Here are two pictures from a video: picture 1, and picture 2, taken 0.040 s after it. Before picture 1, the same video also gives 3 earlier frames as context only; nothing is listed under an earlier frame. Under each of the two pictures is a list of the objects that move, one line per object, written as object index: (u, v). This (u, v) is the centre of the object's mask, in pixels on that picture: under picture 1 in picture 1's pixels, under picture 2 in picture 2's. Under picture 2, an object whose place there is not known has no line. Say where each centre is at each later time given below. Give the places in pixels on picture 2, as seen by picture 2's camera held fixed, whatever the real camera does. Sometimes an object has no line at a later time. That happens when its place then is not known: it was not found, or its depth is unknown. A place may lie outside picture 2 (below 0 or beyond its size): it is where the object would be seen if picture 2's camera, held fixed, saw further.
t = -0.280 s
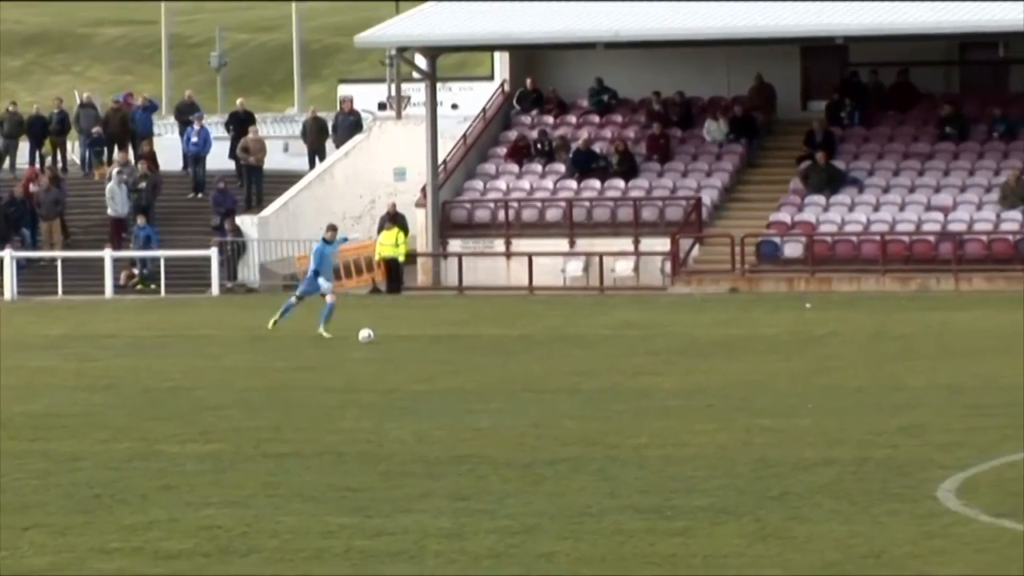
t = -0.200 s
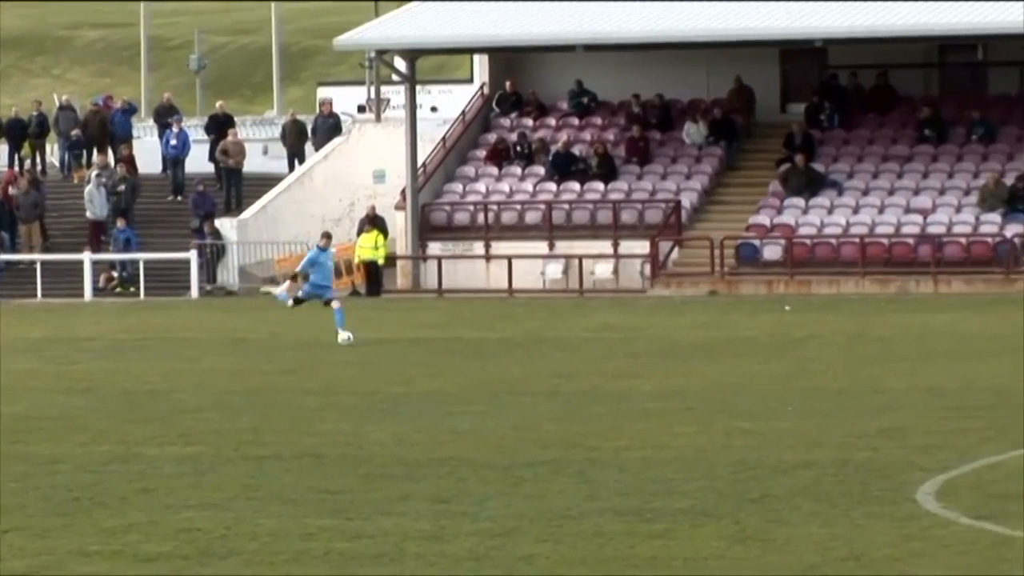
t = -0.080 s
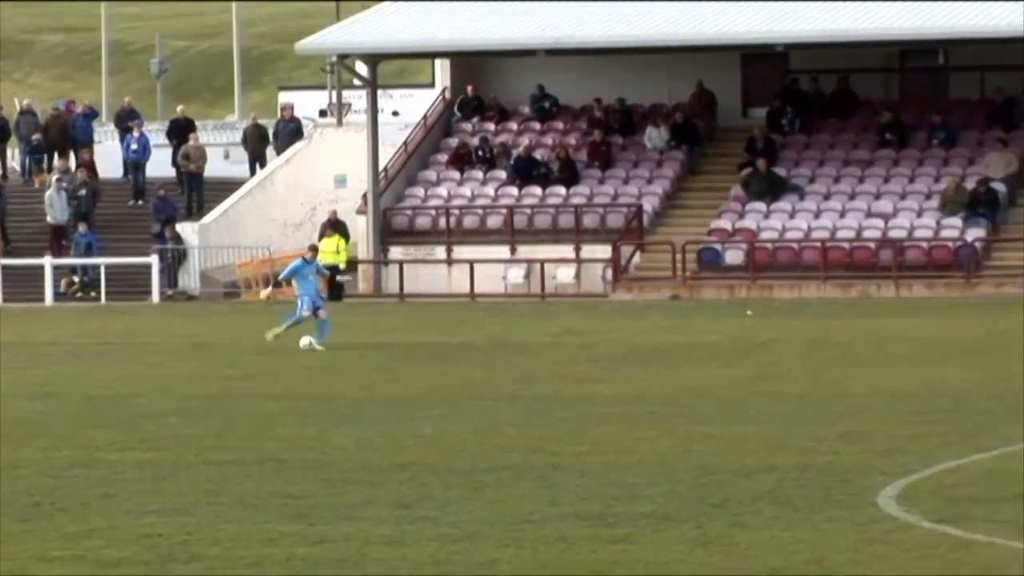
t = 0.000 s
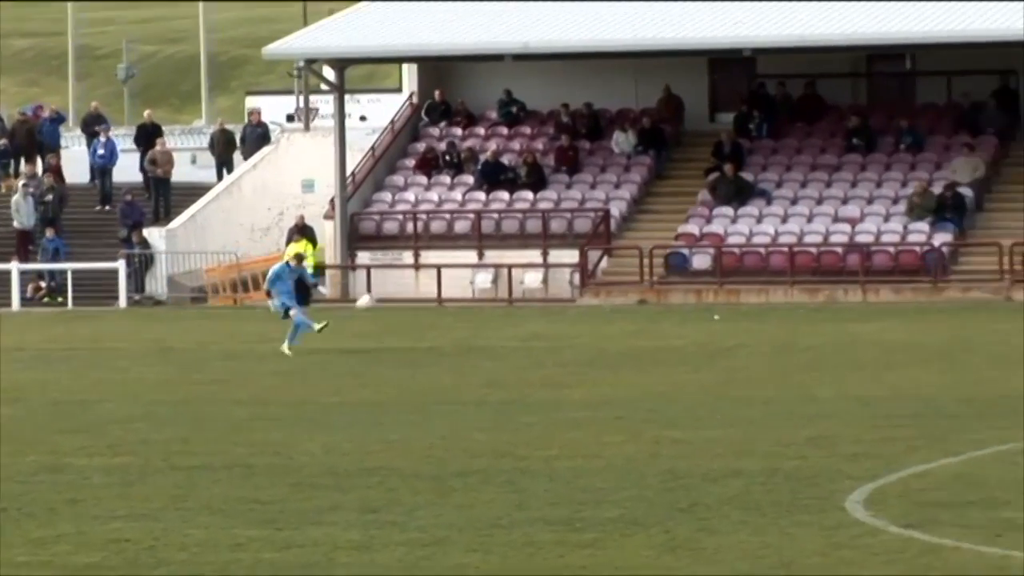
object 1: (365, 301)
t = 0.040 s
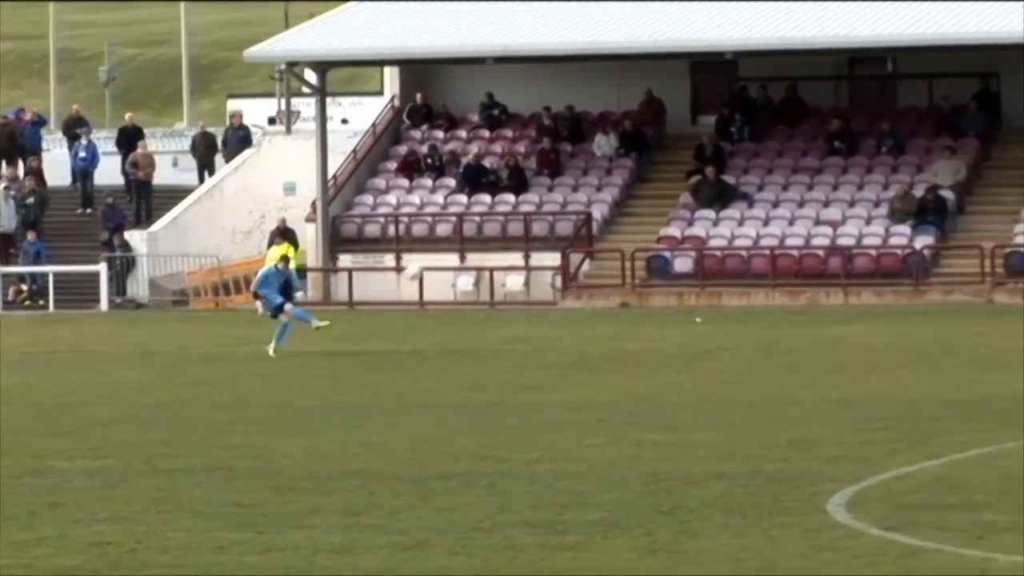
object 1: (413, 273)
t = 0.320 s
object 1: (843, 28)
